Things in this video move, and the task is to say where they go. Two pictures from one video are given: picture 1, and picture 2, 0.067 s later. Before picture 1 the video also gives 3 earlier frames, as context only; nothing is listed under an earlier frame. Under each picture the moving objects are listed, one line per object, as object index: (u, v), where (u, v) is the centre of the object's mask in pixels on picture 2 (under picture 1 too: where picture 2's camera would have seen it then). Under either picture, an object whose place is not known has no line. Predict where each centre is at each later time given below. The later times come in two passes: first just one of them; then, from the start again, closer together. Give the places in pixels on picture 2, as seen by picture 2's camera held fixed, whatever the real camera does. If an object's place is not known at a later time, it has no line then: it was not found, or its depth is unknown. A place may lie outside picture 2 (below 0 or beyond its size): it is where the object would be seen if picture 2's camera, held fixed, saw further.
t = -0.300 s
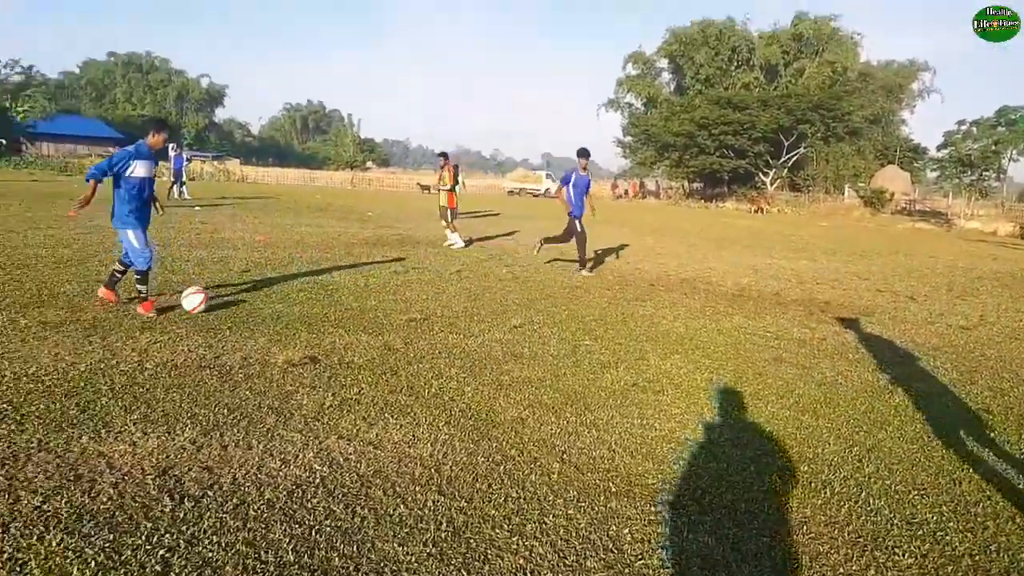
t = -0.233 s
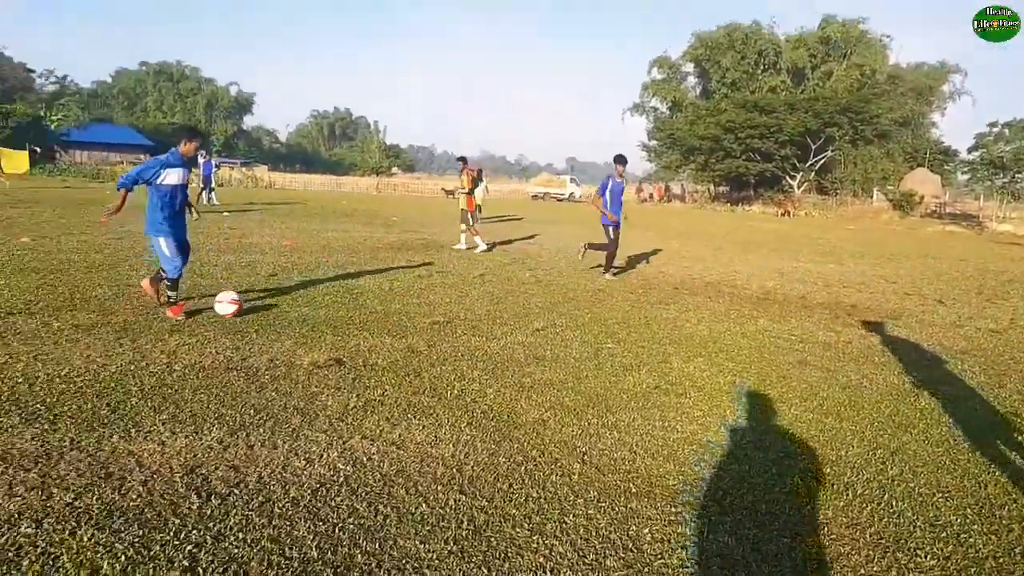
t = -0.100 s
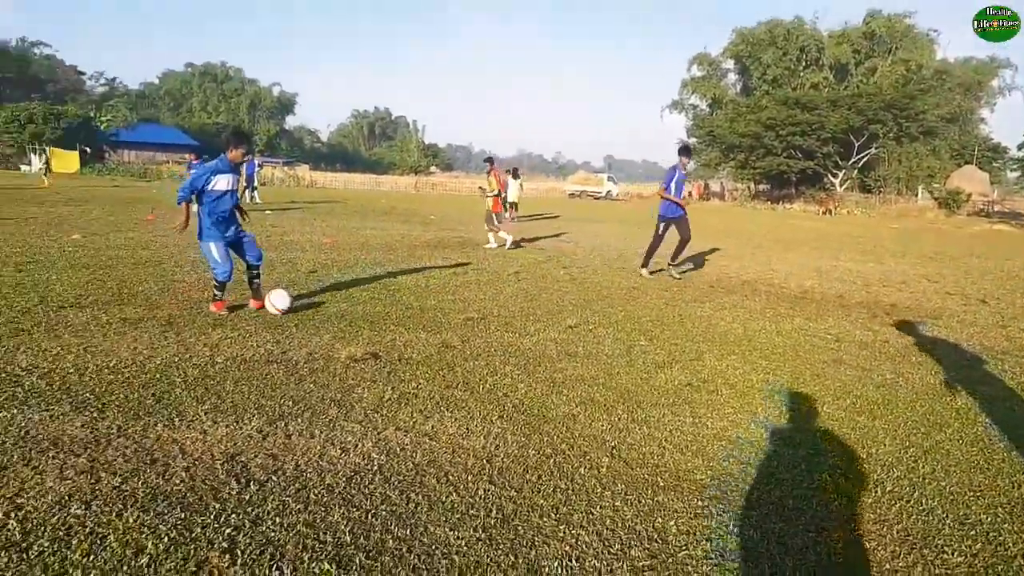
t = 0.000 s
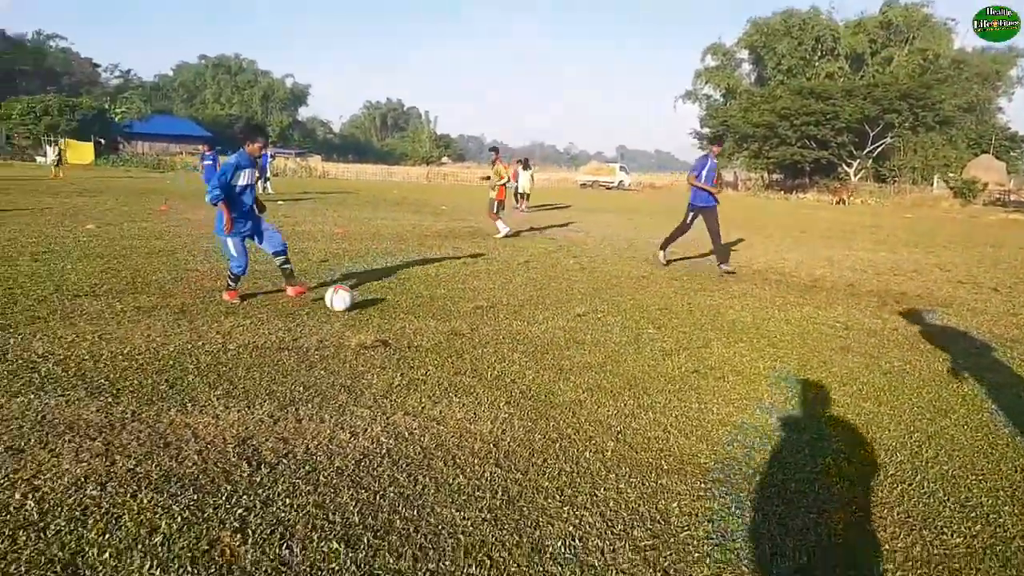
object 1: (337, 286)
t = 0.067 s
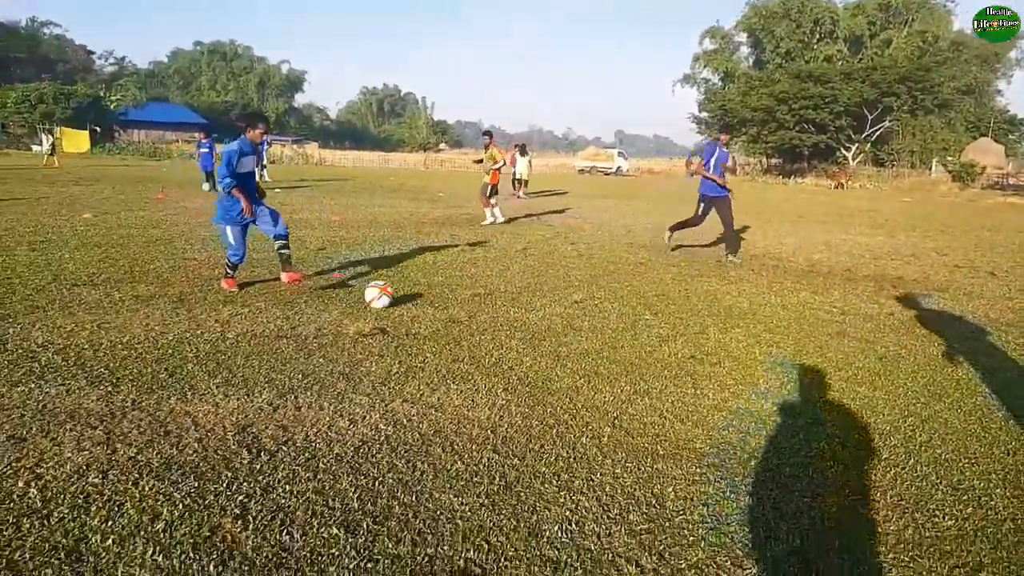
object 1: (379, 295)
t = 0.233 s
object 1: (488, 317)
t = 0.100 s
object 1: (400, 300)
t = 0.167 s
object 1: (443, 306)
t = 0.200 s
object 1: (465, 311)
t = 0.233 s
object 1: (488, 317)
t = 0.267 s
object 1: (510, 320)
